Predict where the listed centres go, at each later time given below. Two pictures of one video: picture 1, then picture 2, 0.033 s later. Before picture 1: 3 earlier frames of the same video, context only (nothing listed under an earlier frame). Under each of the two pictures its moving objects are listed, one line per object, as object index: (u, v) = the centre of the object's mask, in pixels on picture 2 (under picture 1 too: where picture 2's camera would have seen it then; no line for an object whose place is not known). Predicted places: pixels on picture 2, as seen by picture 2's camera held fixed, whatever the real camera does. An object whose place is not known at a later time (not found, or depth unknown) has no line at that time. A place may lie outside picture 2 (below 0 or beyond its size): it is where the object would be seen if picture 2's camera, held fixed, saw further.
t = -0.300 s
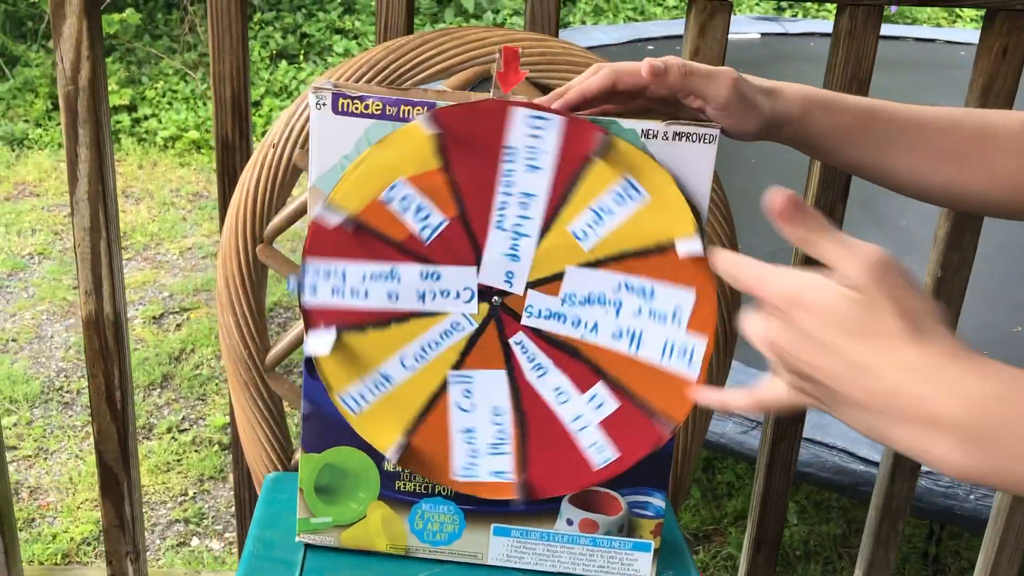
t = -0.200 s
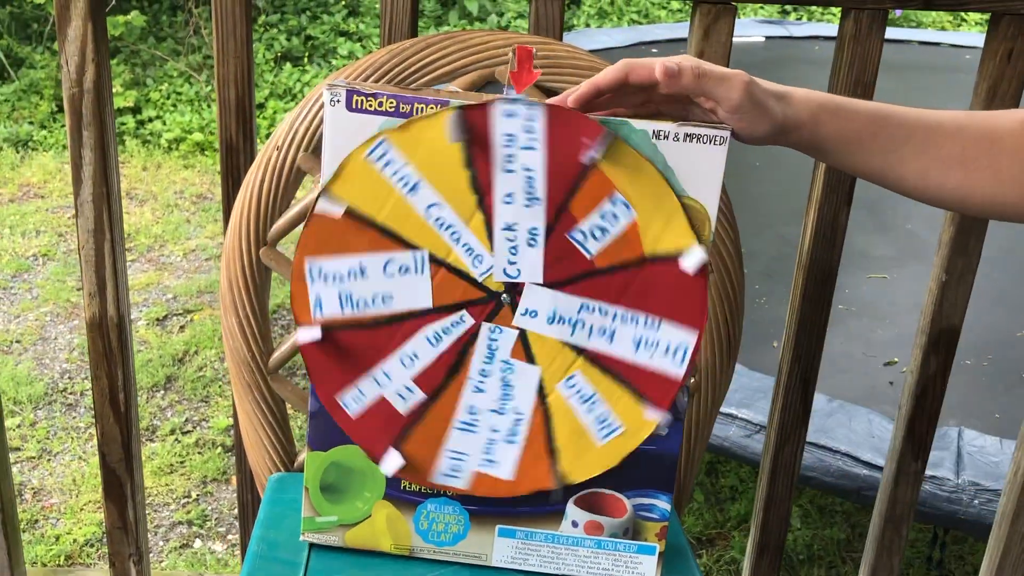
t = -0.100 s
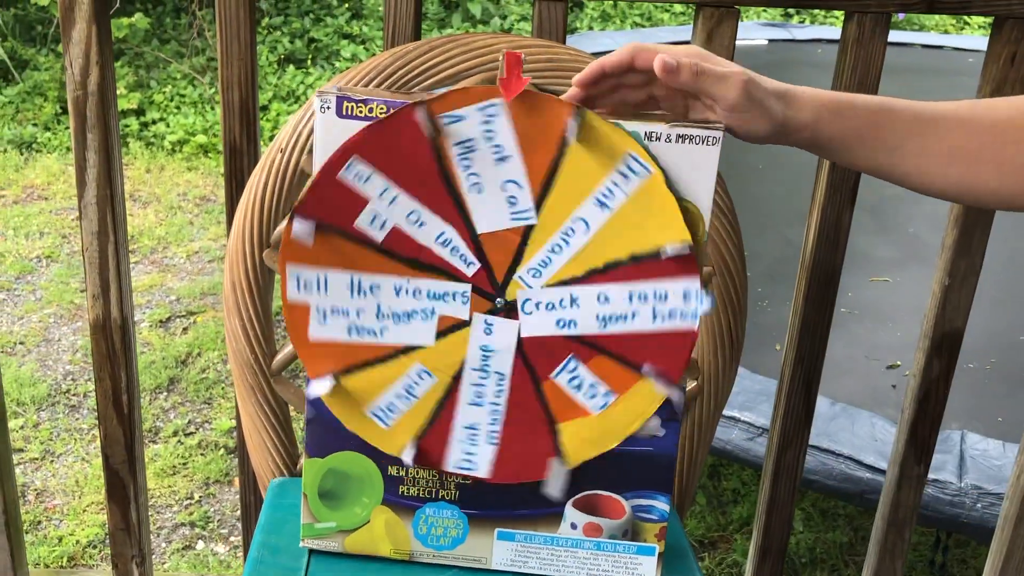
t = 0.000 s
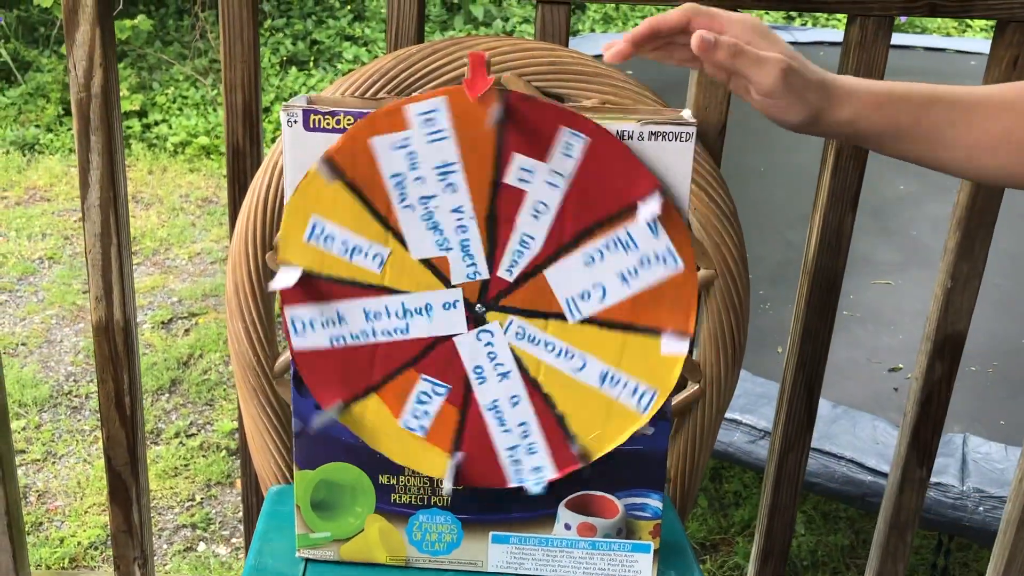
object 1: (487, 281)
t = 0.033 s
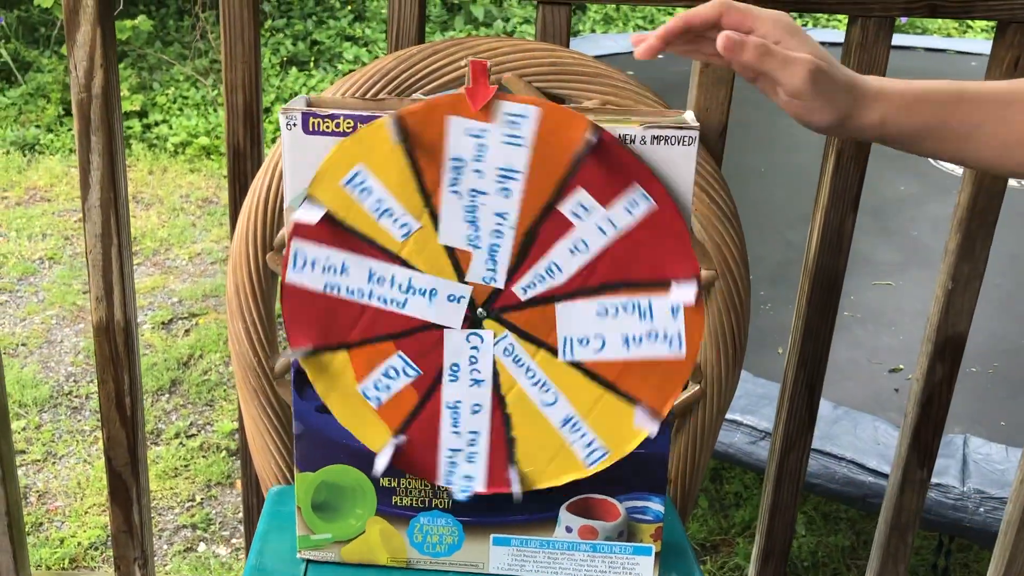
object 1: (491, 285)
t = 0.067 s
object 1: (497, 293)
